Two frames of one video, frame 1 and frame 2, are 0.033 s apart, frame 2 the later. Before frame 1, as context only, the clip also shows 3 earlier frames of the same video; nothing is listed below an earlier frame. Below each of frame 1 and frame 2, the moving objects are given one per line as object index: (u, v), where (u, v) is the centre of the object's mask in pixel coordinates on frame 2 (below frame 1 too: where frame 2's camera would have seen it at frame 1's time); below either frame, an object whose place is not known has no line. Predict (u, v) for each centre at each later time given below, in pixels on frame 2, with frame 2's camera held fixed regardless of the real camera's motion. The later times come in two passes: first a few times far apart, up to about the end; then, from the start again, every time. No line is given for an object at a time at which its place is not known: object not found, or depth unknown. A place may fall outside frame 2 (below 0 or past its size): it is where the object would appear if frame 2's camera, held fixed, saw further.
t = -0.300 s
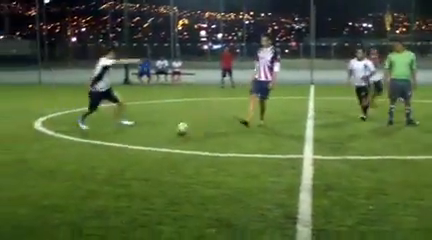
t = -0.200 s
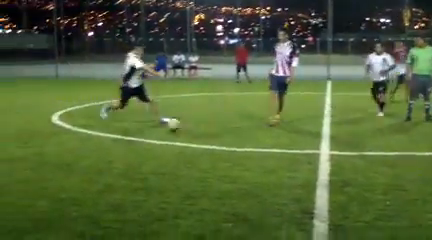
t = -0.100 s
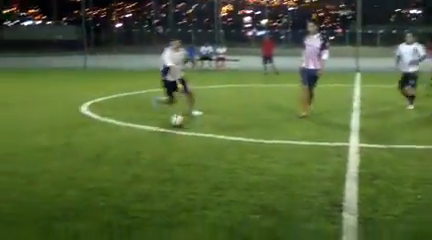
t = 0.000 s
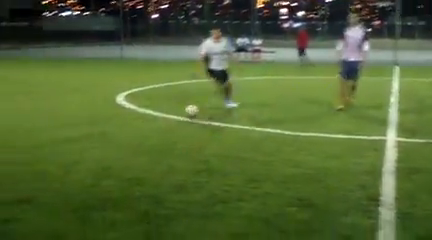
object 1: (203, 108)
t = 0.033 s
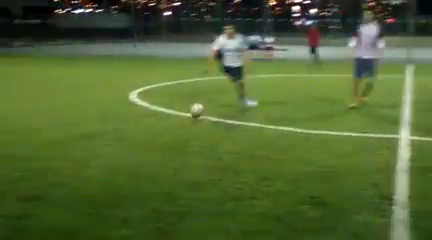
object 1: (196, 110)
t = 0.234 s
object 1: (152, 117)
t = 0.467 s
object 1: (97, 122)
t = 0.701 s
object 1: (35, 129)
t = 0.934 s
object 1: (-34, 135)
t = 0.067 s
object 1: (188, 112)
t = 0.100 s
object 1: (181, 115)
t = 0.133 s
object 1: (173, 115)
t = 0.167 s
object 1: (166, 116)
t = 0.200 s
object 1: (160, 116)
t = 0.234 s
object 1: (152, 117)
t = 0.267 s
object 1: (144, 117)
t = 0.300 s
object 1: (137, 118)
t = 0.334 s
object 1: (129, 119)
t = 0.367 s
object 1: (121, 121)
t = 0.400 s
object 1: (113, 121)
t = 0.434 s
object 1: (106, 122)
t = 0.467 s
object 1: (97, 122)
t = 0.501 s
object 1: (89, 123)
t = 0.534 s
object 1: (80, 125)
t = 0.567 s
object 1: (72, 126)
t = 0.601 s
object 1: (62, 127)
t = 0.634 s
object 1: (53, 127)
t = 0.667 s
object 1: (44, 128)
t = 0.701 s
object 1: (35, 129)
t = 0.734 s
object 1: (26, 130)
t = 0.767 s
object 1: (16, 132)
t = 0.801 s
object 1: (6, 132)
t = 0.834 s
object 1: (-3, 132)
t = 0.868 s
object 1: (-13, 133)
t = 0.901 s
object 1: (-23, 135)
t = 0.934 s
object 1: (-34, 135)
